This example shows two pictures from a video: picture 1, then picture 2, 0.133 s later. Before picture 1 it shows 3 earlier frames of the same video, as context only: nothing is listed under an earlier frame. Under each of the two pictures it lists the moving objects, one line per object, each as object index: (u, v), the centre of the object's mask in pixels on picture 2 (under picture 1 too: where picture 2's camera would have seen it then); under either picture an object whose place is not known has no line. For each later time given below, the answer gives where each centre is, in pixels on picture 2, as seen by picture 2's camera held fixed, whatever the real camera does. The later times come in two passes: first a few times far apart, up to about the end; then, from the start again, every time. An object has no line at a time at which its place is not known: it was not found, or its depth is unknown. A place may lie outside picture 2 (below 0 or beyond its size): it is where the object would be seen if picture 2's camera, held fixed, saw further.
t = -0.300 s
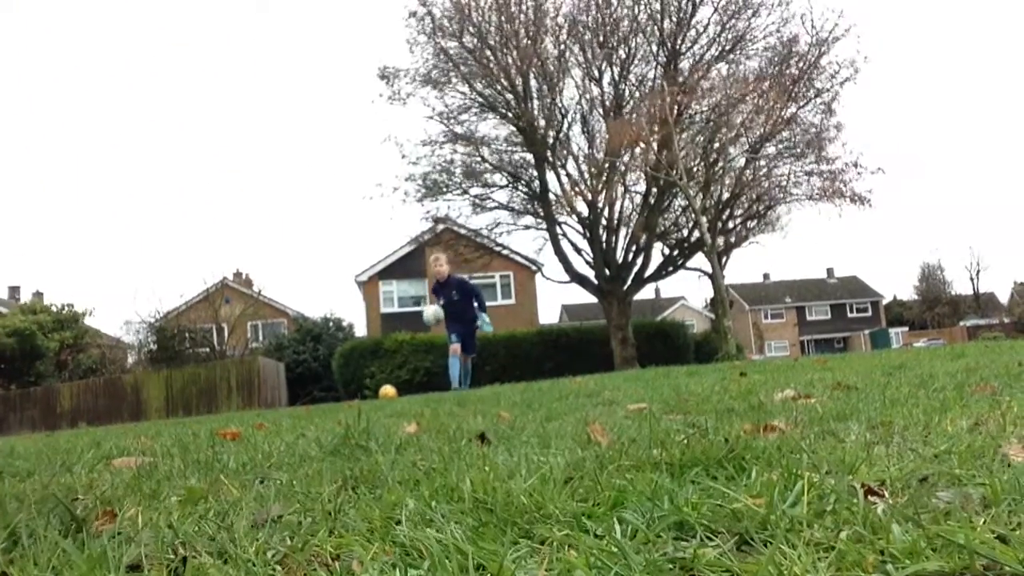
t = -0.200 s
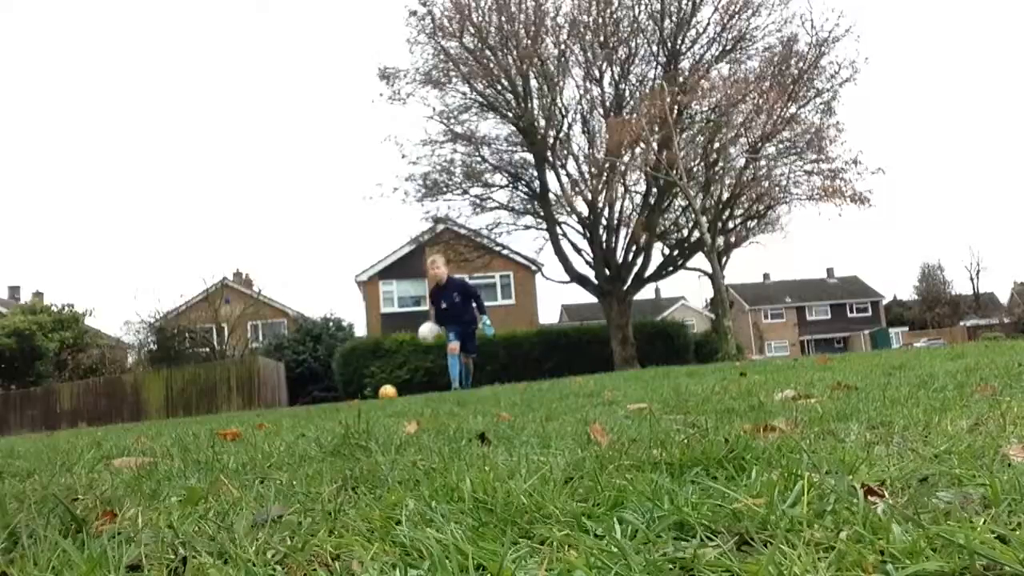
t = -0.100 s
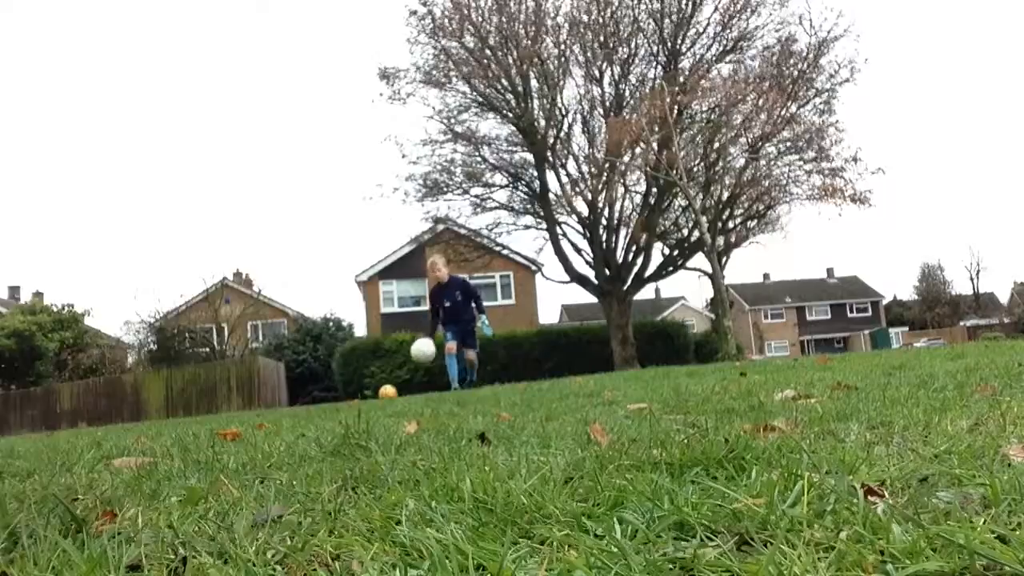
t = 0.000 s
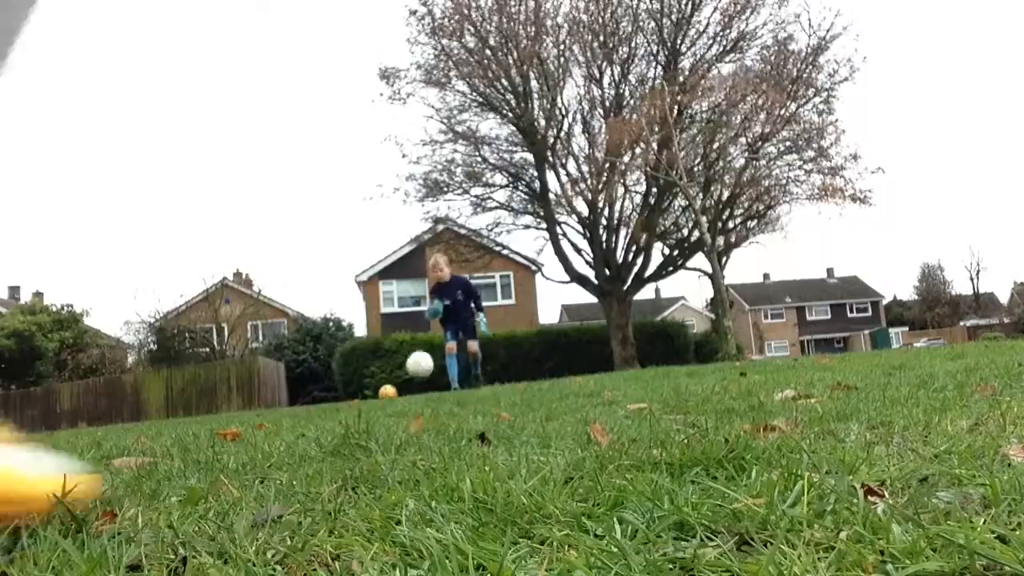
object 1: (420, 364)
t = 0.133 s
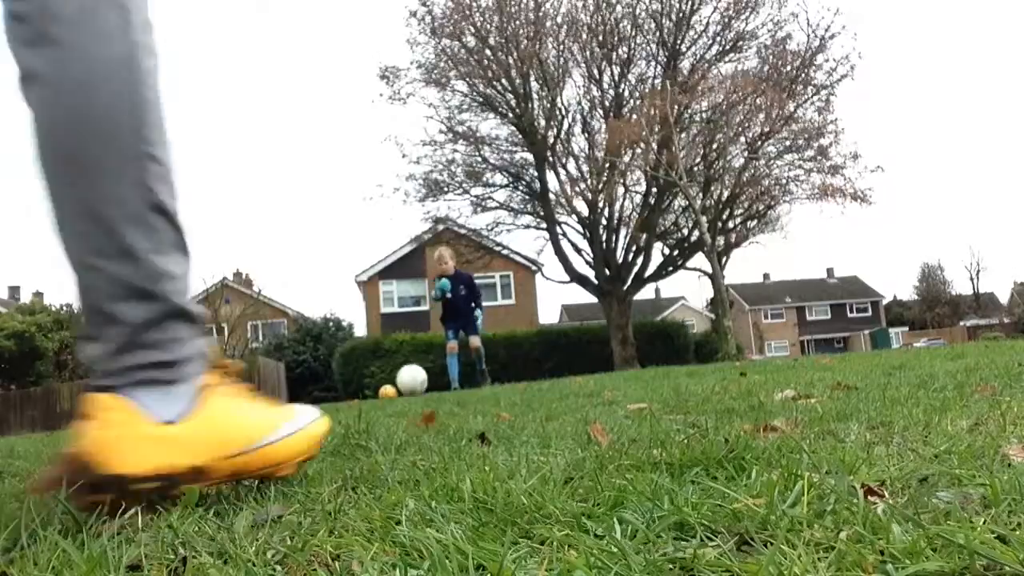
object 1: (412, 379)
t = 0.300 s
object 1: (394, 370)
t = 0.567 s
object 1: (358, 364)
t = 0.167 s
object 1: (408, 374)
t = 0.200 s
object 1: (405, 371)
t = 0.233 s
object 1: (401, 369)
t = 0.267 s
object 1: (398, 369)
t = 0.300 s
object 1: (394, 370)
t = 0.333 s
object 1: (390, 373)
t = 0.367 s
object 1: (386, 379)
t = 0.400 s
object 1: (382, 387)
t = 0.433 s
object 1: (378, 391)
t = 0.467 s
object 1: (374, 383)
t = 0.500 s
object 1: (368, 375)
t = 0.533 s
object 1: (363, 369)
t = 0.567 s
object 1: (358, 364)
